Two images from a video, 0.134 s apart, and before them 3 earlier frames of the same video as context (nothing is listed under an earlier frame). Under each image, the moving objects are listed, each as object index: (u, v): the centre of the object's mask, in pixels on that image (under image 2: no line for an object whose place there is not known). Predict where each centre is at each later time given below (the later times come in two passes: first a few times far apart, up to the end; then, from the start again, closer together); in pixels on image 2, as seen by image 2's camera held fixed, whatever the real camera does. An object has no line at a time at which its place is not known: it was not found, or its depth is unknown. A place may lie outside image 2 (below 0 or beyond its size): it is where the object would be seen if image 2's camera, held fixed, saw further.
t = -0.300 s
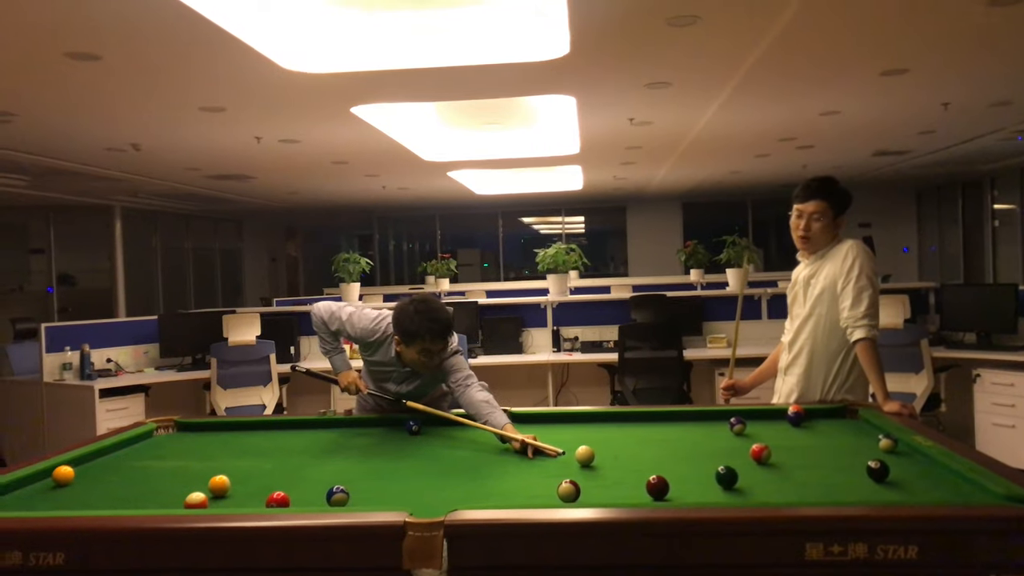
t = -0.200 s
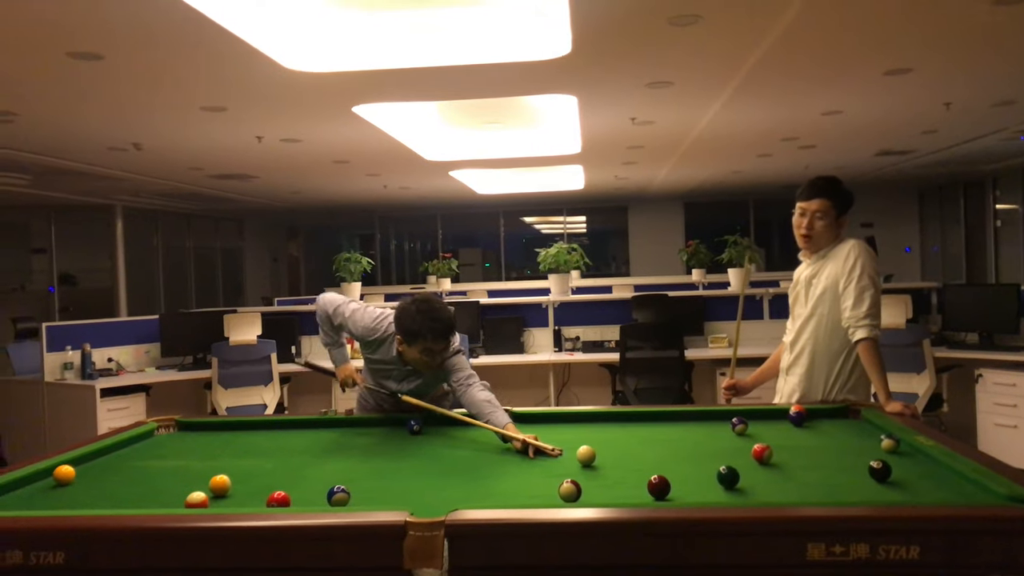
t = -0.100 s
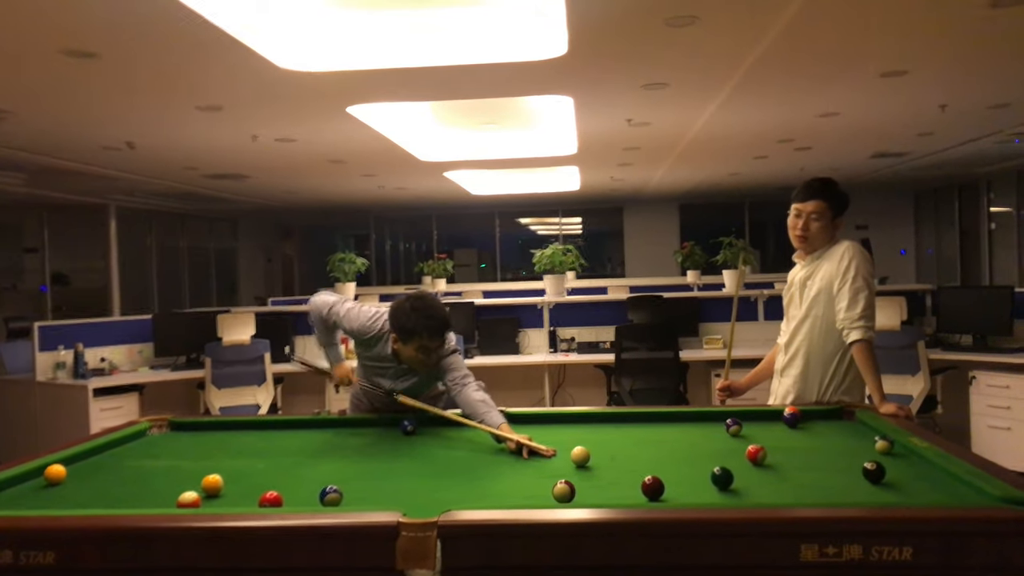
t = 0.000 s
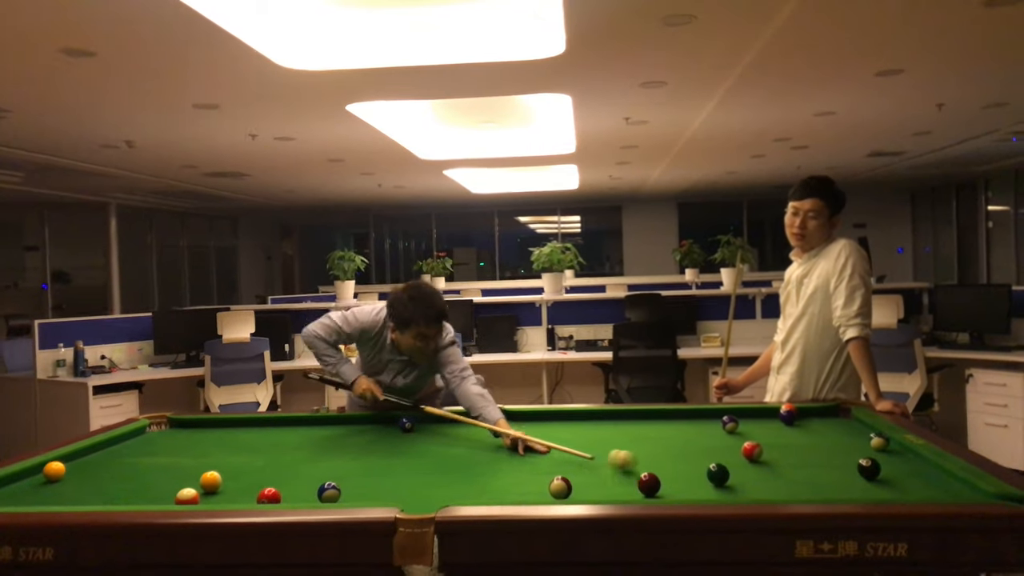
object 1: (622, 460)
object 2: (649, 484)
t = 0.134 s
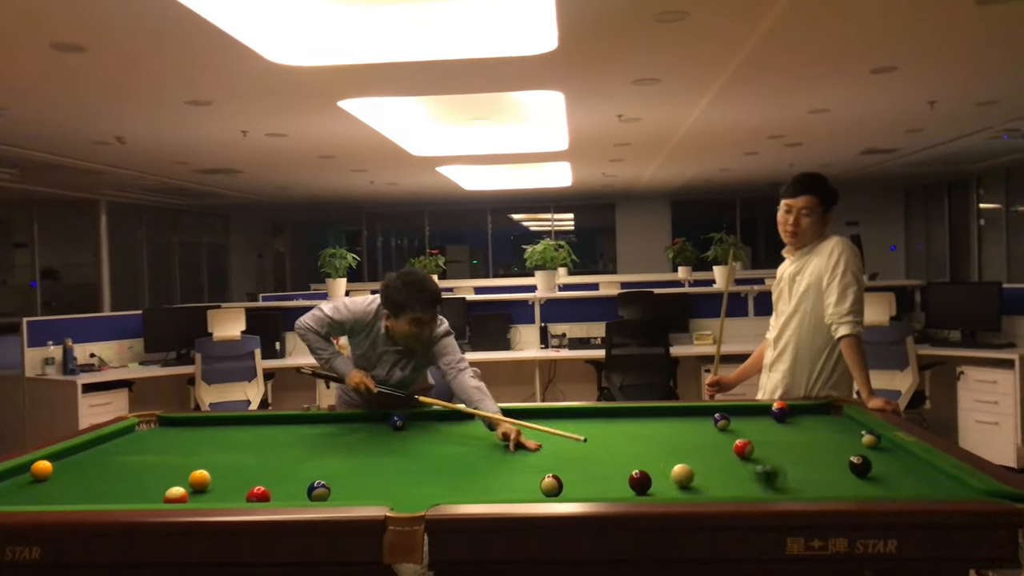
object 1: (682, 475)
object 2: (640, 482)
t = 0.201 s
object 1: (677, 481)
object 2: (640, 482)
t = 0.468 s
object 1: (644, 491)
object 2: (639, 479)
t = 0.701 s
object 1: (615, 488)
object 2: (640, 482)
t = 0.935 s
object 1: (589, 484)
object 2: (635, 482)
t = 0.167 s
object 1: (679, 478)
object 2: (640, 482)
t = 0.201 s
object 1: (677, 481)
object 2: (640, 482)
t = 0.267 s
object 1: (670, 485)
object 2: (640, 482)
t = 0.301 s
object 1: (666, 486)
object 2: (640, 482)
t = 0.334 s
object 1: (661, 487)
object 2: (640, 482)
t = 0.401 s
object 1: (653, 489)
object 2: (639, 480)
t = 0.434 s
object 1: (649, 490)
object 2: (639, 479)
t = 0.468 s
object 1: (644, 491)
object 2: (639, 479)
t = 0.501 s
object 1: (640, 492)
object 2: (640, 479)
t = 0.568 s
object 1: (631, 491)
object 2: (641, 480)
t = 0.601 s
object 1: (627, 490)
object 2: (641, 481)
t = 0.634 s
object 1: (623, 489)
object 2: (641, 482)
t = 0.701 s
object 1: (615, 488)
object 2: (640, 482)
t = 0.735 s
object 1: (611, 488)
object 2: (640, 482)
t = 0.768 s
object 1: (607, 487)
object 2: (640, 482)
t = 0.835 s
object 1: (599, 486)
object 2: (640, 482)
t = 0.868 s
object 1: (596, 485)
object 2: (640, 482)
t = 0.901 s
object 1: (592, 484)
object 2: (640, 482)
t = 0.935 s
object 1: (589, 484)
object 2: (635, 482)
